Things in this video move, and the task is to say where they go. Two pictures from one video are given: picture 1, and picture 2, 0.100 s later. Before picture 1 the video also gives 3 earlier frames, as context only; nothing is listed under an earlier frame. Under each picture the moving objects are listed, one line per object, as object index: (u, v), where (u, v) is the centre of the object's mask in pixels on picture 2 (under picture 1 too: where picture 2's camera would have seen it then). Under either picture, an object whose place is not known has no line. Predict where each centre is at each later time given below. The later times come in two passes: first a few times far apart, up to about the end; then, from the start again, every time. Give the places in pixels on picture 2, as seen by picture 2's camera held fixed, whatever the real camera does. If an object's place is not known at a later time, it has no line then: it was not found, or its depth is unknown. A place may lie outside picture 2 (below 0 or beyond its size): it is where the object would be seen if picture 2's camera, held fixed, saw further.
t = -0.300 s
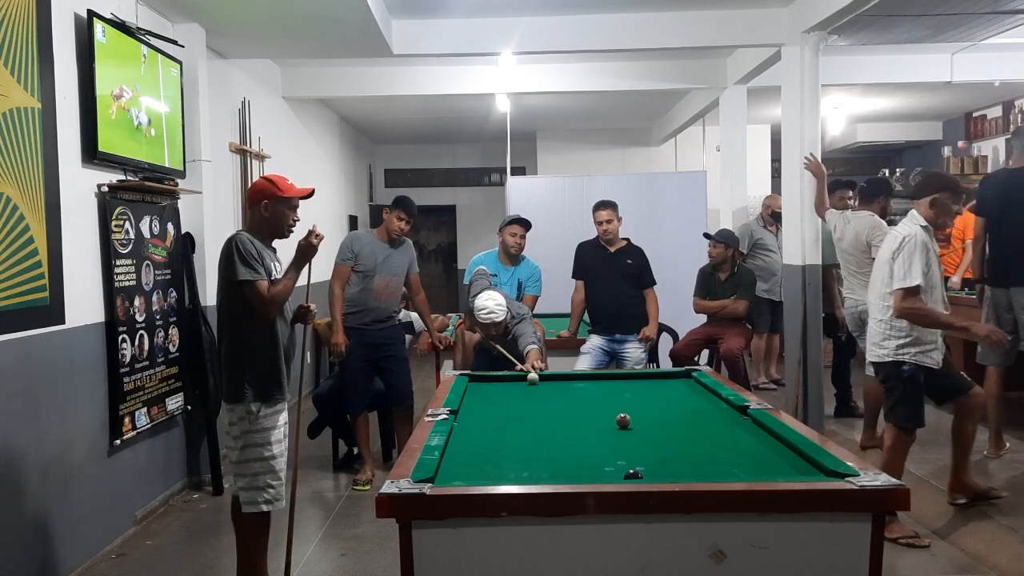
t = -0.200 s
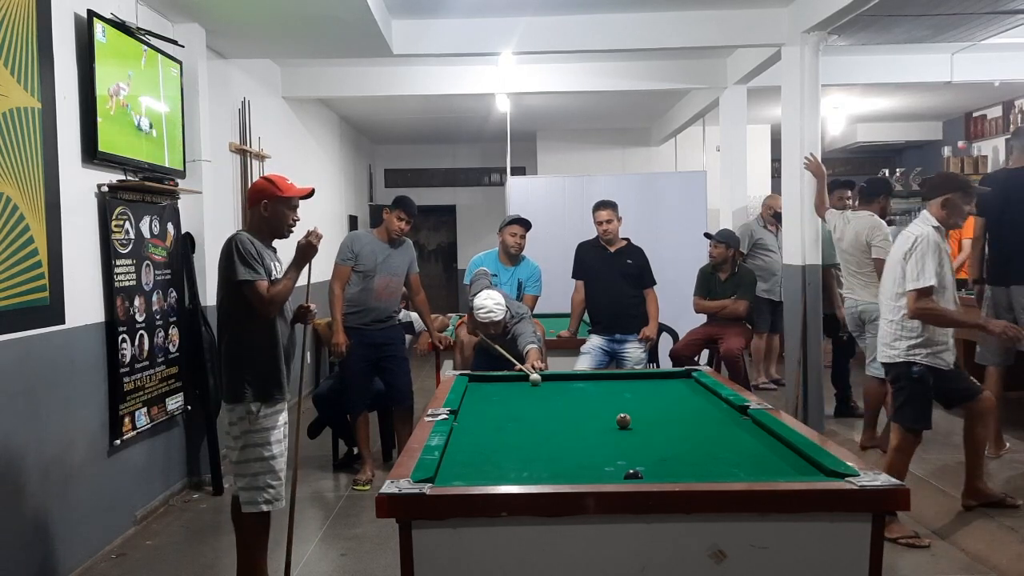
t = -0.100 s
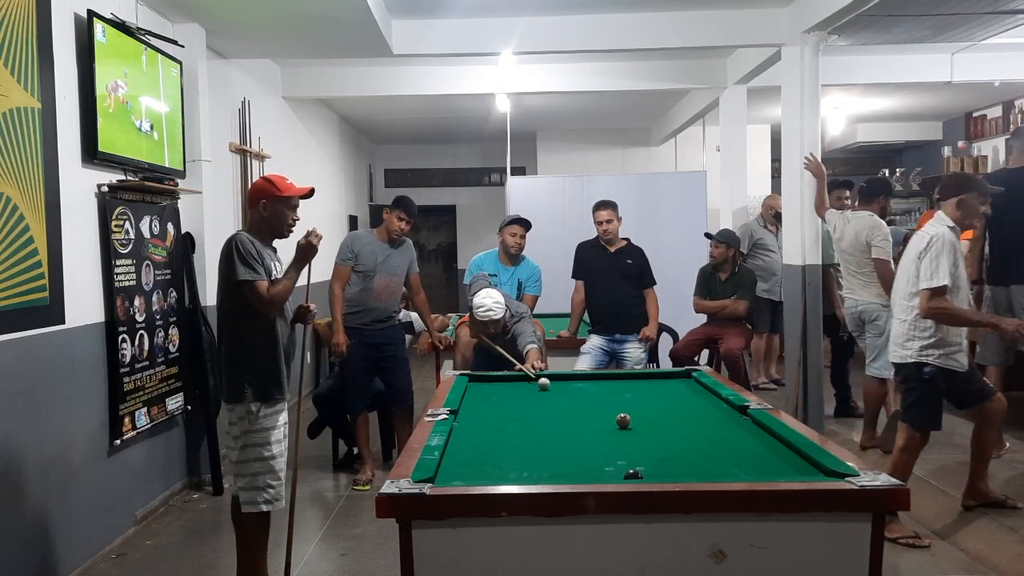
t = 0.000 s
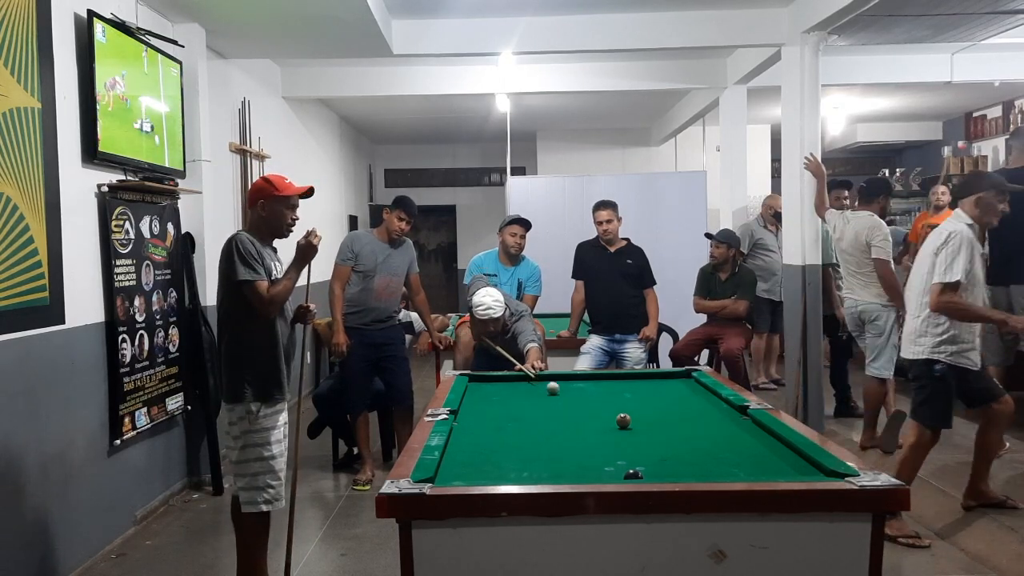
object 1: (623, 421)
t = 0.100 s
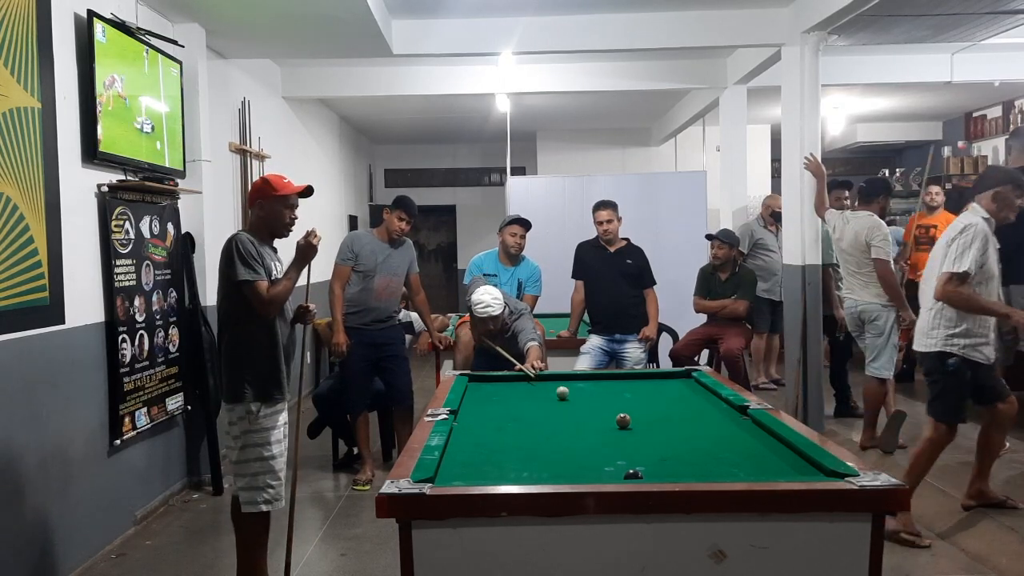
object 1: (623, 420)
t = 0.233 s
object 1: (623, 420)
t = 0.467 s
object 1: (623, 420)
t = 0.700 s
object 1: (656, 429)
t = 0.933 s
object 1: (699, 440)
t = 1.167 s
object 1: (746, 453)
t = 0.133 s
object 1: (623, 420)
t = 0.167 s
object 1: (623, 420)
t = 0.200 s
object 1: (623, 420)
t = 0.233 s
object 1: (623, 420)
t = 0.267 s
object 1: (623, 420)
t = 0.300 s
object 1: (623, 420)
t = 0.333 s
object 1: (623, 420)
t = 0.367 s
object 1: (623, 420)
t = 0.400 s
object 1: (623, 420)
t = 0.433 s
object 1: (623, 421)
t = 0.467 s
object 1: (623, 420)
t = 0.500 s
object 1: (623, 420)
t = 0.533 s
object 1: (623, 421)
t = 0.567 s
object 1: (628, 421)
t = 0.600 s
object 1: (636, 424)
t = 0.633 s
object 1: (643, 425)
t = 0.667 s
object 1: (650, 428)
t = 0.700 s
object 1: (656, 429)
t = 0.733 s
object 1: (662, 431)
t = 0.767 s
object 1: (668, 432)
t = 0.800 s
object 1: (674, 434)
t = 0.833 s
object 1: (680, 436)
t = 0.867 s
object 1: (687, 437)
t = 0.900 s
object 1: (693, 439)
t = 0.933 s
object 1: (699, 440)
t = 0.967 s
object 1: (706, 442)
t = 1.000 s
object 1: (712, 444)
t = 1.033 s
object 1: (719, 445)
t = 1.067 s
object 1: (726, 447)
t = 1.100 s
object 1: (732, 449)
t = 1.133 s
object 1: (739, 451)
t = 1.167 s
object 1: (746, 453)
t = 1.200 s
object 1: (753, 455)
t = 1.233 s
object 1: (761, 457)
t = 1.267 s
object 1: (768, 459)
